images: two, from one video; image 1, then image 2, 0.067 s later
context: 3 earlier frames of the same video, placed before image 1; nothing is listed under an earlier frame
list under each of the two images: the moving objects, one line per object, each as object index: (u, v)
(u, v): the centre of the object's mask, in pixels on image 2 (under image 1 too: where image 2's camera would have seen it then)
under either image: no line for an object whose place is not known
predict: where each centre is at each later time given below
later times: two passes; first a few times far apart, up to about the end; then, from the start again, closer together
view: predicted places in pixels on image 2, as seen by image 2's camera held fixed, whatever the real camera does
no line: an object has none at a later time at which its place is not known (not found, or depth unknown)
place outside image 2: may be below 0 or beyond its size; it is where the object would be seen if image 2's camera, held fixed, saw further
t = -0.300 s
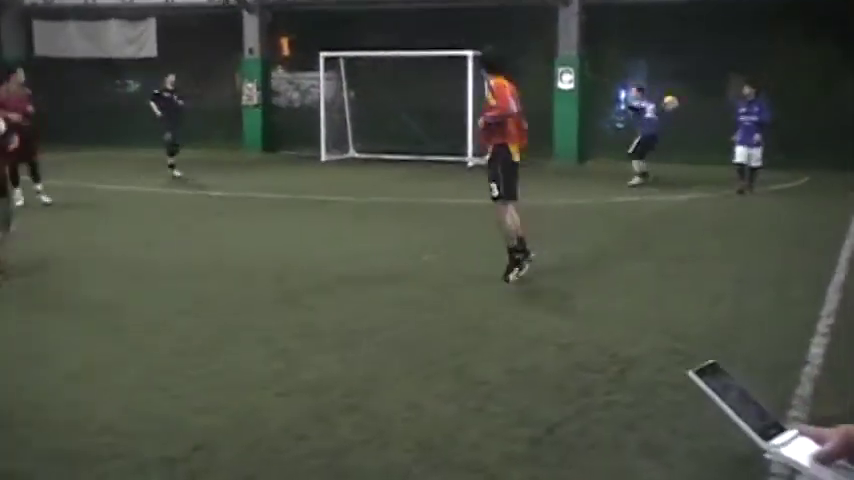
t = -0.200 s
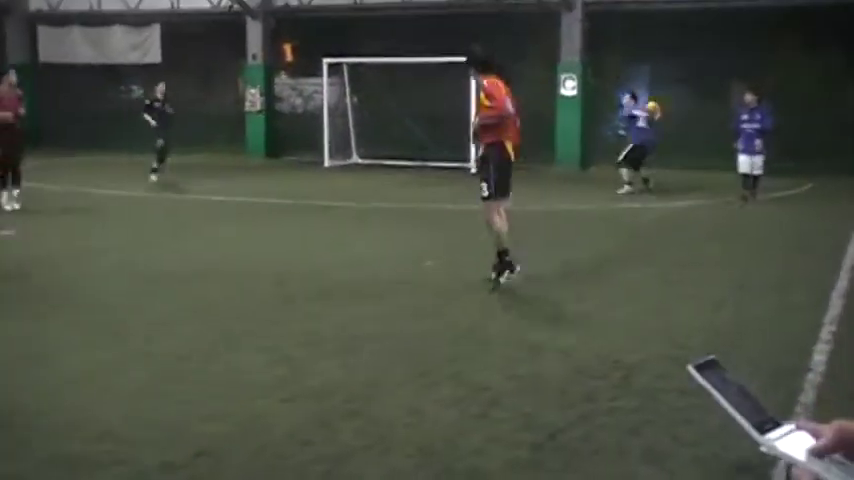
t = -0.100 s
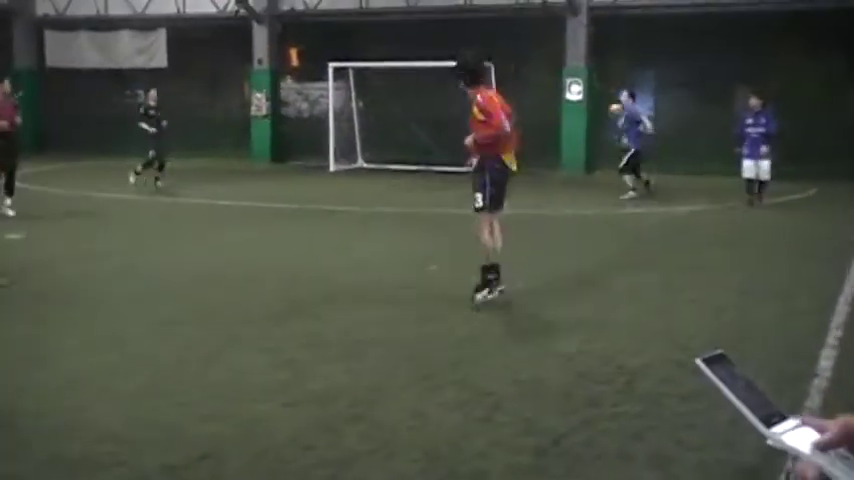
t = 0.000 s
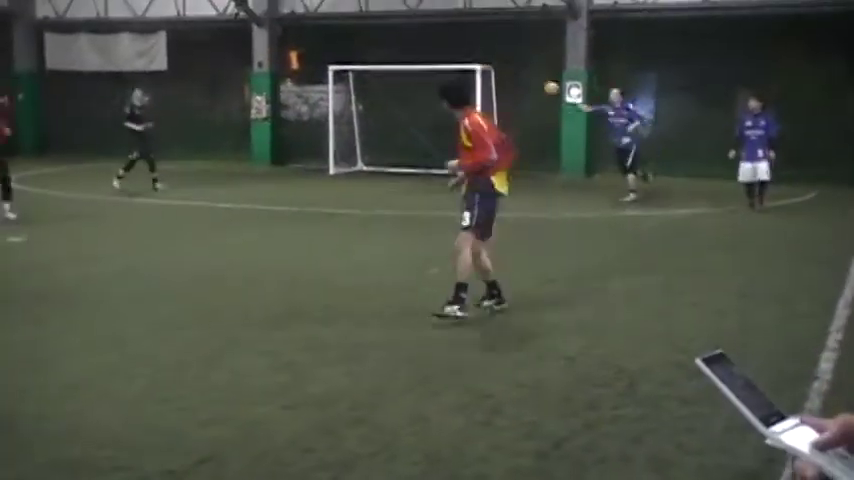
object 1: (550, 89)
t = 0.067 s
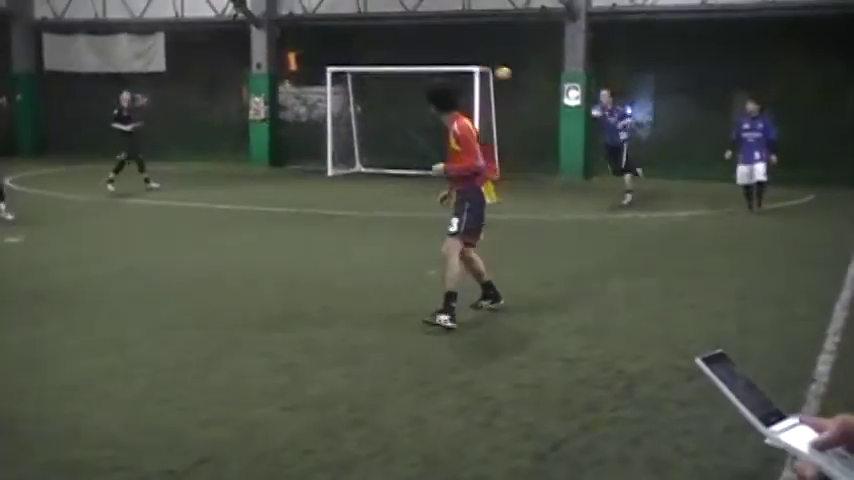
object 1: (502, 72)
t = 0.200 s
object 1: (396, 41)
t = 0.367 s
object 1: (235, 10)
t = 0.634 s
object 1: (-110, 6)
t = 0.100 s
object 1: (479, 64)
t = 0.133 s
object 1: (452, 56)
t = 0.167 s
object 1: (425, 48)
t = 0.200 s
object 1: (396, 41)
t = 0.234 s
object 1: (367, 34)
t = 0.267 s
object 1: (336, 28)
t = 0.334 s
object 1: (270, 15)
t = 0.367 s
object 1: (235, 10)
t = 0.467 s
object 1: (121, 4)
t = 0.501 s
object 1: (78, 1)
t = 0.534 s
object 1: (34, -1)
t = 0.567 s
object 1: (-10, 1)
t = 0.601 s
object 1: (-58, 3)
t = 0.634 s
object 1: (-110, 6)
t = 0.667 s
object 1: (-164, 8)
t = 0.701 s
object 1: (-222, 12)
